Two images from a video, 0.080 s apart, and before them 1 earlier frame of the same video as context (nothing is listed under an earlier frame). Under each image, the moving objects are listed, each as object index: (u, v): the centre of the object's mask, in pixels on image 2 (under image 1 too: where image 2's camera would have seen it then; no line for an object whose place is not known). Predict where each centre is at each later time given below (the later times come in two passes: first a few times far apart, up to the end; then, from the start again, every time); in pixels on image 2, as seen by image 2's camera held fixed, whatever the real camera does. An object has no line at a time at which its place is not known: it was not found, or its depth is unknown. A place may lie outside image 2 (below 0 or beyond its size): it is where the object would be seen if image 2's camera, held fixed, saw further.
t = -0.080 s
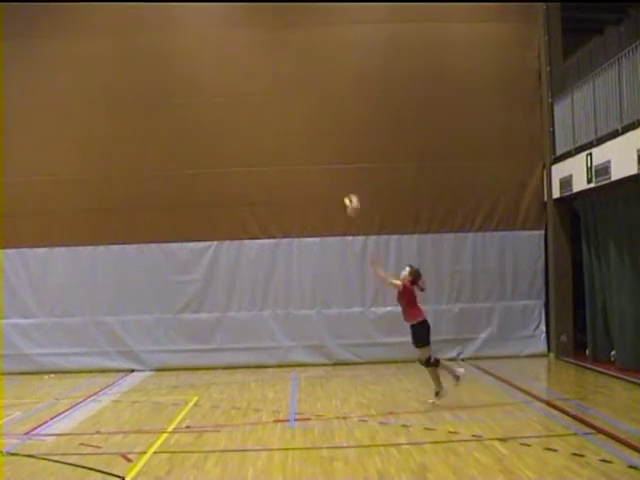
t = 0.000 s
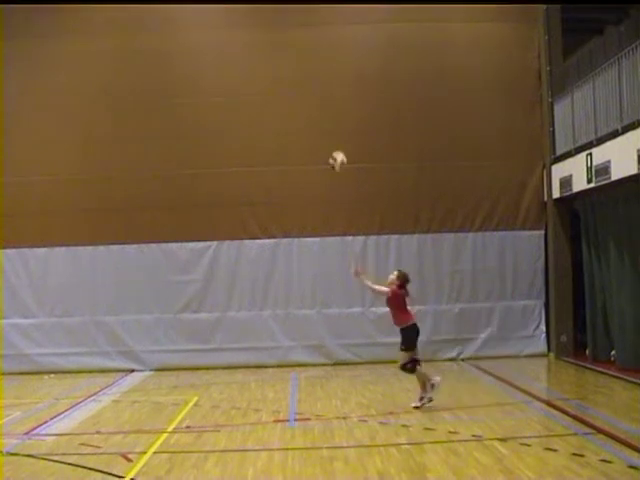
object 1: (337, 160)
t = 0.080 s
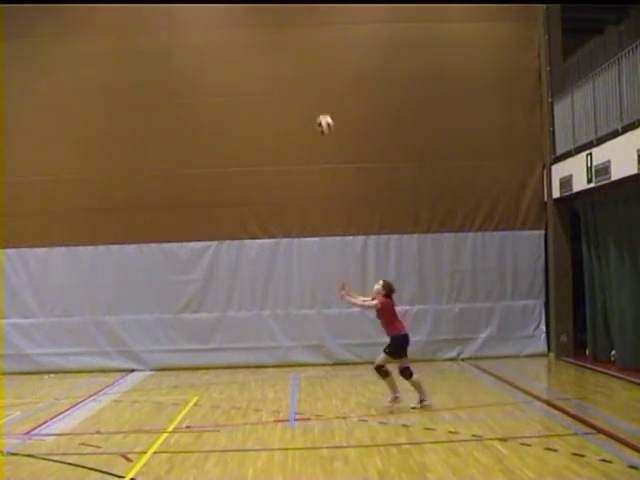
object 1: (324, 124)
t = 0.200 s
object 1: (305, 82)
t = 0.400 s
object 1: (275, 40)
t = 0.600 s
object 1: (246, 35)
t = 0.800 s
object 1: (218, 63)
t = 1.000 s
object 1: (192, 128)
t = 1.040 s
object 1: (188, 145)
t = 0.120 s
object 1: (318, 109)
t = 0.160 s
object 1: (312, 94)
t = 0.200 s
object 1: (305, 82)
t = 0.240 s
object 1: (300, 70)
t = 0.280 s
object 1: (294, 61)
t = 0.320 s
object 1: (288, 53)
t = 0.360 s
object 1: (281, 46)
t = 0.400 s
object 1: (275, 40)
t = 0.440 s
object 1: (269, 36)
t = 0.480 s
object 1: (263, 34)
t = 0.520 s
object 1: (257, 33)
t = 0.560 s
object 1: (251, 33)
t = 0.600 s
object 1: (246, 35)
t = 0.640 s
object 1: (240, 38)
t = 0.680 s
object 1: (235, 42)
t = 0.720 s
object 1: (229, 48)
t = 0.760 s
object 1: (224, 55)
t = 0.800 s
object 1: (218, 63)
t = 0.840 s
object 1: (213, 73)
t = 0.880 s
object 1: (208, 85)
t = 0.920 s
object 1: (202, 98)
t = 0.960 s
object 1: (197, 112)
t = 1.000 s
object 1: (192, 128)
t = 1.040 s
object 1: (188, 145)
